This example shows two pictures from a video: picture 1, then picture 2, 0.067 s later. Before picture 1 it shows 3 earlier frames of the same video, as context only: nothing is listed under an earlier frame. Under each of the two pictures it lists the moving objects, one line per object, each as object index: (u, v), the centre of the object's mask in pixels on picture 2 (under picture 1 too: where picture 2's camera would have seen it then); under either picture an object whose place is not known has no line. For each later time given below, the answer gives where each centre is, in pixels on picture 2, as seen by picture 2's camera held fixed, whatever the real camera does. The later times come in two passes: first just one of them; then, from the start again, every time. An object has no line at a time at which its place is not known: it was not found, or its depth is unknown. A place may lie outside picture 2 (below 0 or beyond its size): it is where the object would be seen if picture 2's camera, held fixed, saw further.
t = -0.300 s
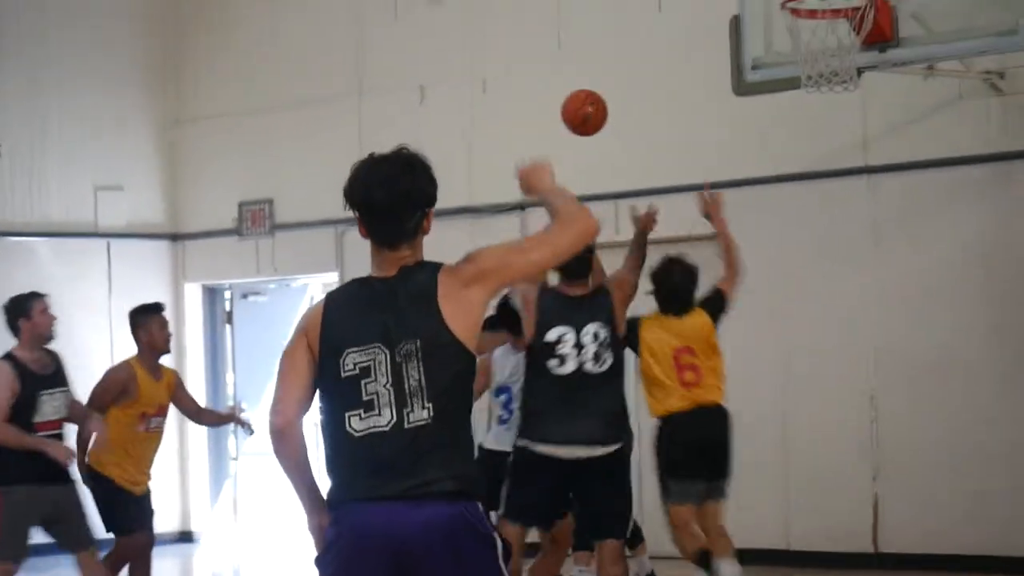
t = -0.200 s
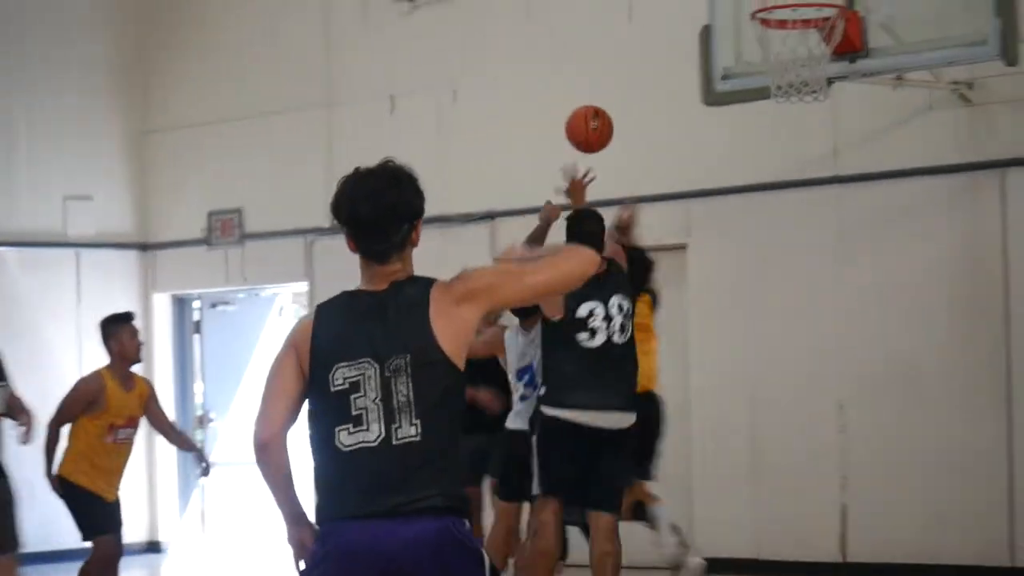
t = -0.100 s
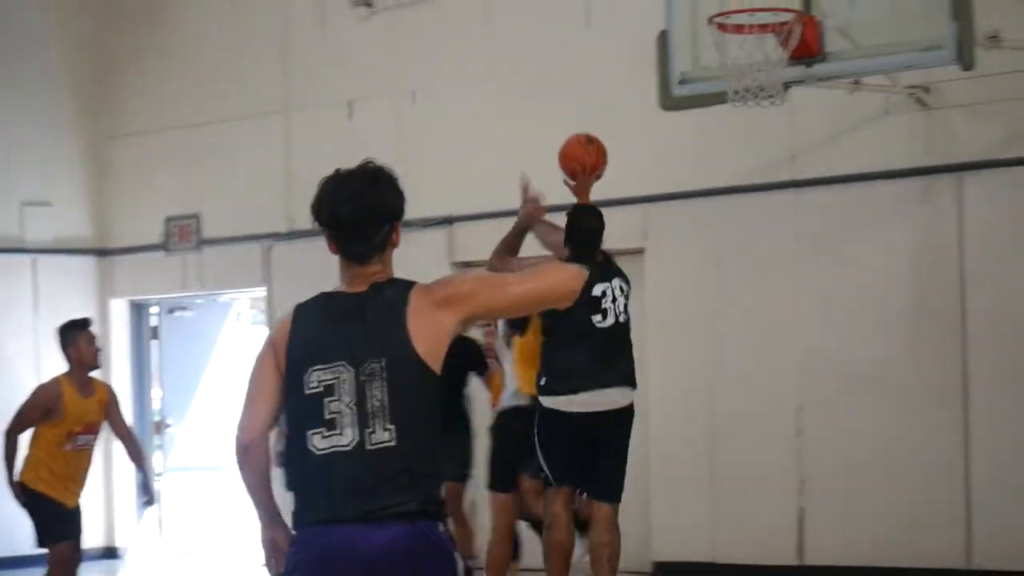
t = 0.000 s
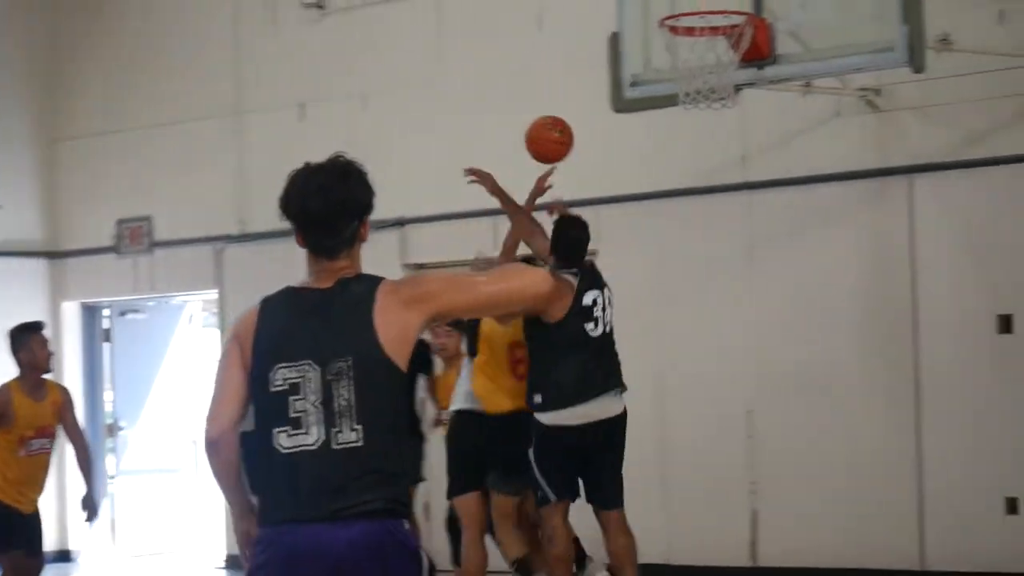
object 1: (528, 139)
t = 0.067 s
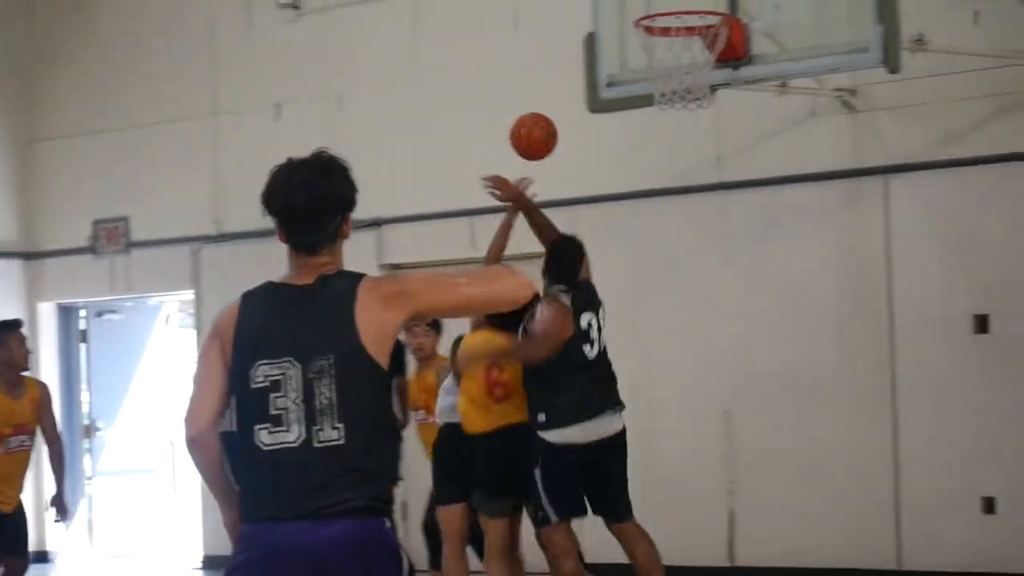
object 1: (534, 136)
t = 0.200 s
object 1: (549, 154)
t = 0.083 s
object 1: (535, 137)
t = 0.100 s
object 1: (538, 137)
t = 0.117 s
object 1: (539, 139)
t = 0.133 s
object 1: (541, 141)
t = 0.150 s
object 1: (543, 144)
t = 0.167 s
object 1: (545, 147)
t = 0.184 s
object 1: (547, 150)
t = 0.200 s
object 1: (549, 154)
